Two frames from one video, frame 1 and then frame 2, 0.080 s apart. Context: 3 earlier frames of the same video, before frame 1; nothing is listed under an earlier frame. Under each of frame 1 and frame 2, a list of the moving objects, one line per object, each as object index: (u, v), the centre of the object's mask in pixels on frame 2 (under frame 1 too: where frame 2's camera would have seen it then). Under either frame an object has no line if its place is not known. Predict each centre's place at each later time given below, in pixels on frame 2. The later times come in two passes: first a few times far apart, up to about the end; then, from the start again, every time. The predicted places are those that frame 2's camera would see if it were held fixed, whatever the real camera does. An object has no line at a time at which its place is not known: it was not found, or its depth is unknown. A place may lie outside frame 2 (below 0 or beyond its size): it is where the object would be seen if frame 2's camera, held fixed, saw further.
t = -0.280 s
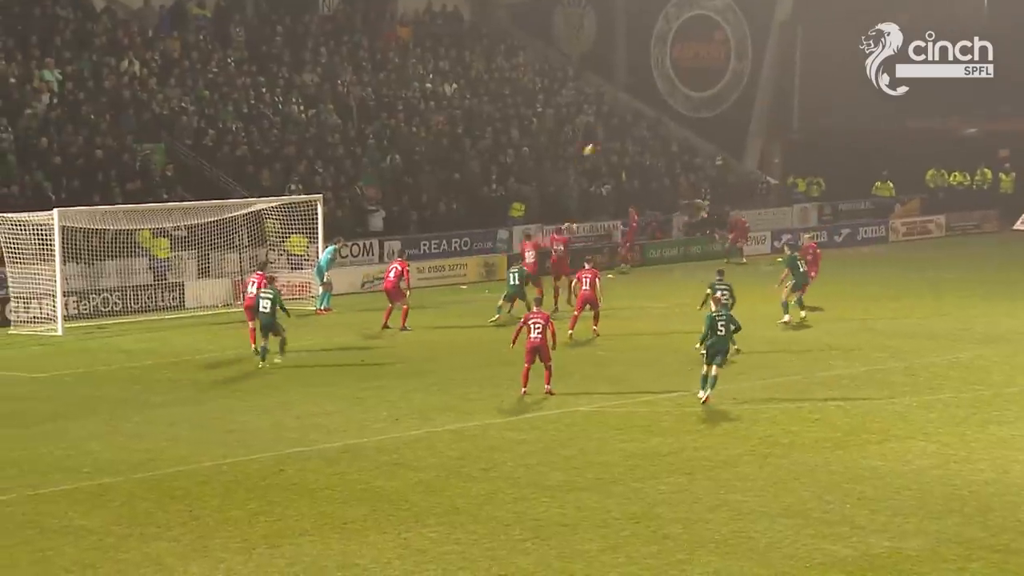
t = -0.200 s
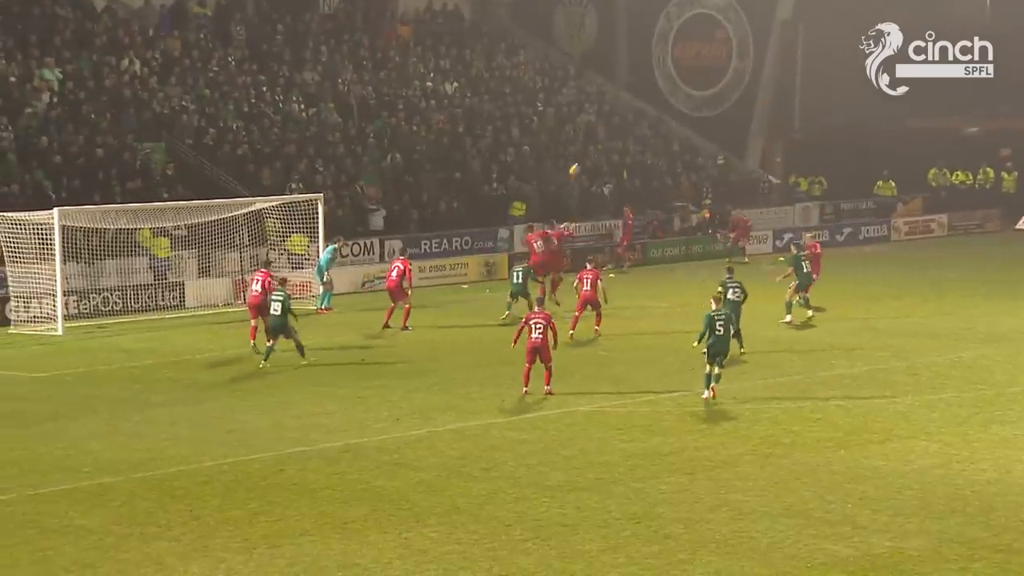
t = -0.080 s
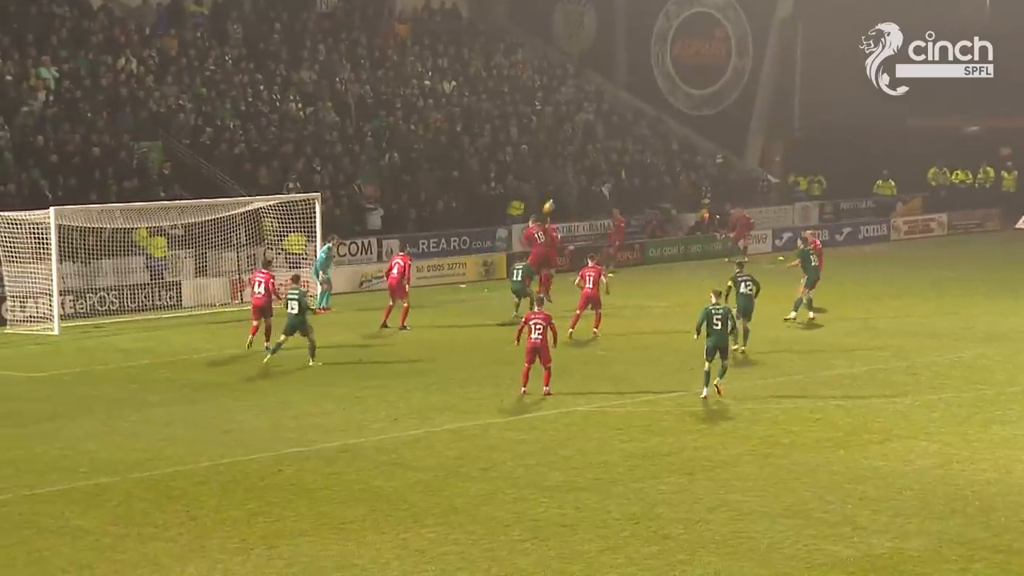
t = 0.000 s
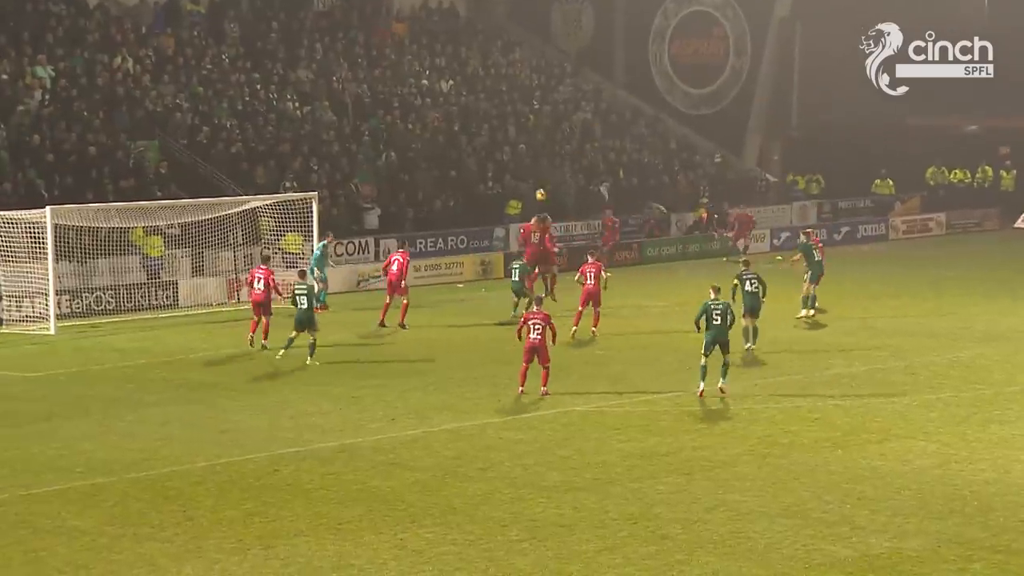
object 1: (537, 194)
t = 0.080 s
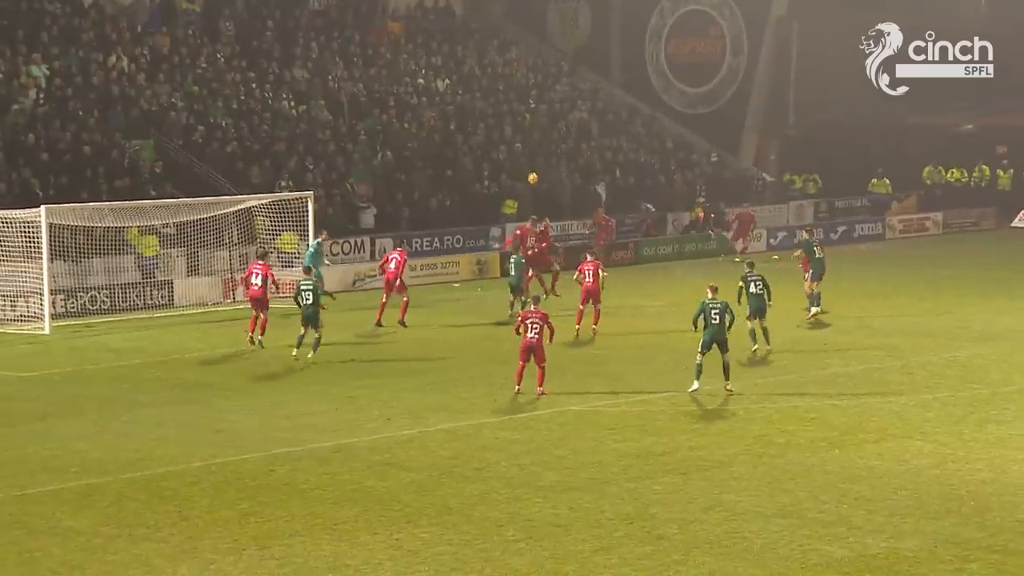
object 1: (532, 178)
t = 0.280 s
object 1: (522, 151)
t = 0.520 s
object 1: (512, 146)
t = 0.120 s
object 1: (530, 170)
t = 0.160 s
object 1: (528, 164)
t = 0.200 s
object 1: (526, 160)
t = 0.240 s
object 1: (524, 155)
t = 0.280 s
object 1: (522, 151)
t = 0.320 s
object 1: (520, 148)
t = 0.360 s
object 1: (518, 146)
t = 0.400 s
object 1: (517, 145)
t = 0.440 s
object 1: (515, 144)
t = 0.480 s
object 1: (513, 145)
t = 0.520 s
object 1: (512, 146)
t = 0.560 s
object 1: (511, 147)
